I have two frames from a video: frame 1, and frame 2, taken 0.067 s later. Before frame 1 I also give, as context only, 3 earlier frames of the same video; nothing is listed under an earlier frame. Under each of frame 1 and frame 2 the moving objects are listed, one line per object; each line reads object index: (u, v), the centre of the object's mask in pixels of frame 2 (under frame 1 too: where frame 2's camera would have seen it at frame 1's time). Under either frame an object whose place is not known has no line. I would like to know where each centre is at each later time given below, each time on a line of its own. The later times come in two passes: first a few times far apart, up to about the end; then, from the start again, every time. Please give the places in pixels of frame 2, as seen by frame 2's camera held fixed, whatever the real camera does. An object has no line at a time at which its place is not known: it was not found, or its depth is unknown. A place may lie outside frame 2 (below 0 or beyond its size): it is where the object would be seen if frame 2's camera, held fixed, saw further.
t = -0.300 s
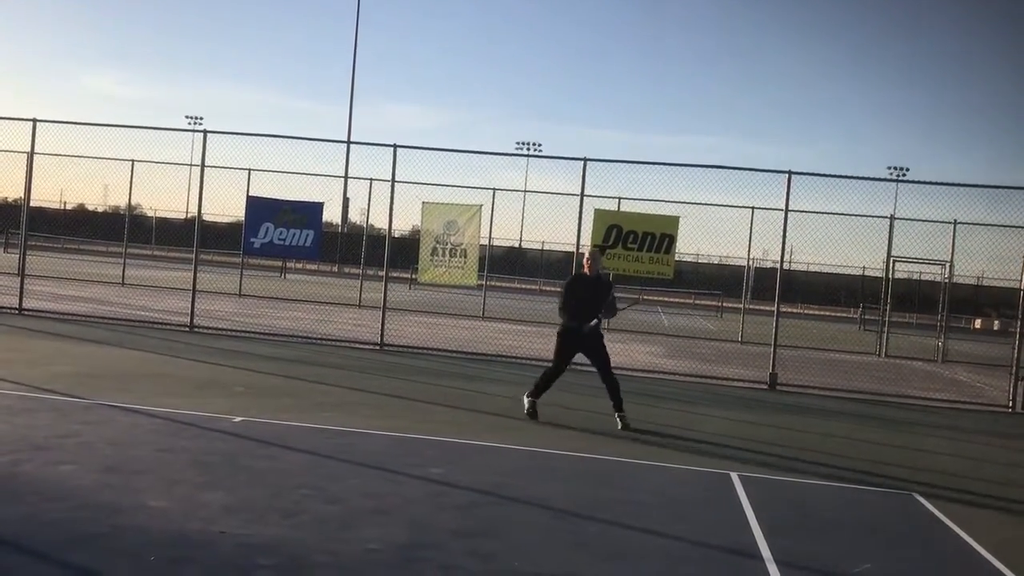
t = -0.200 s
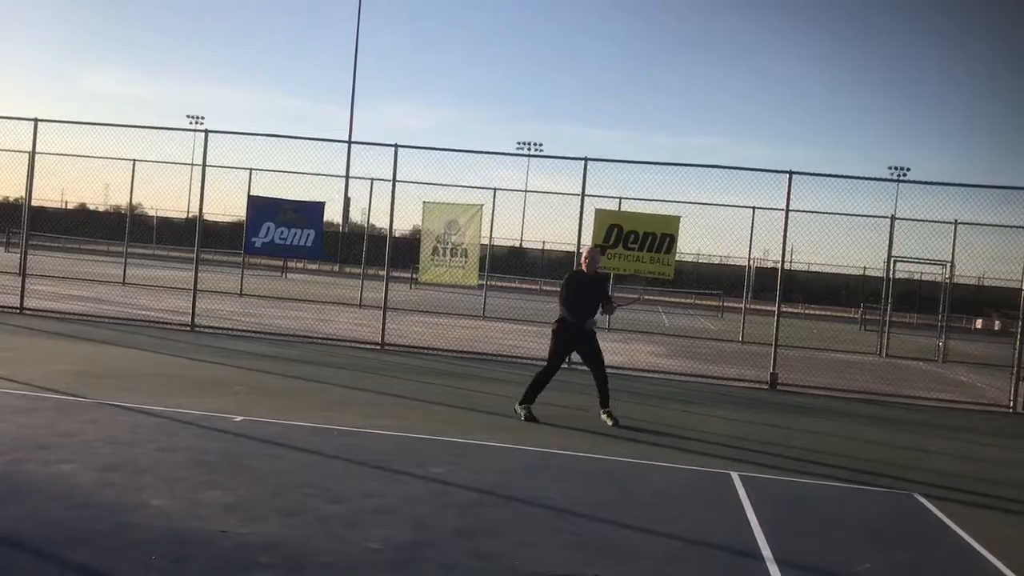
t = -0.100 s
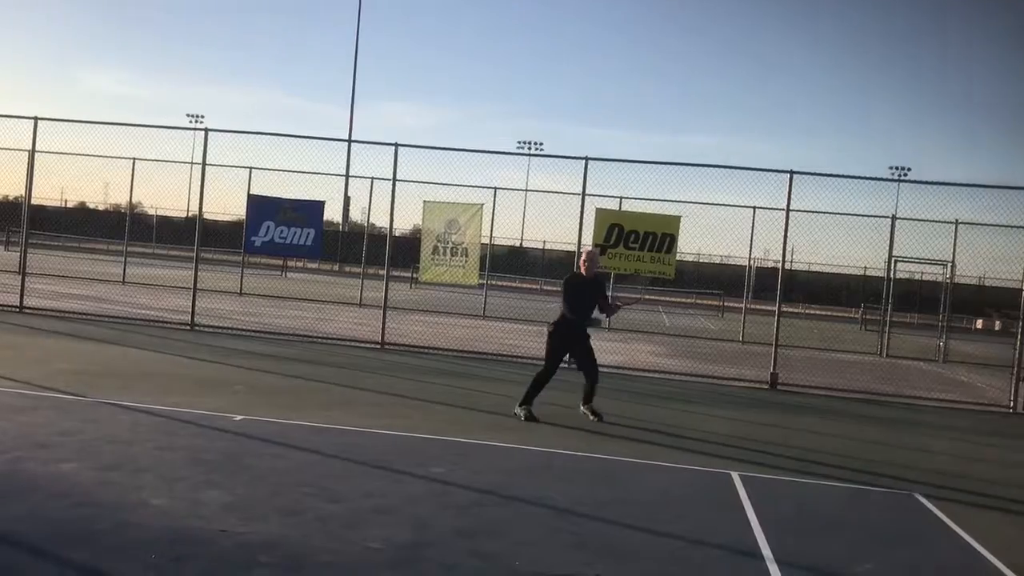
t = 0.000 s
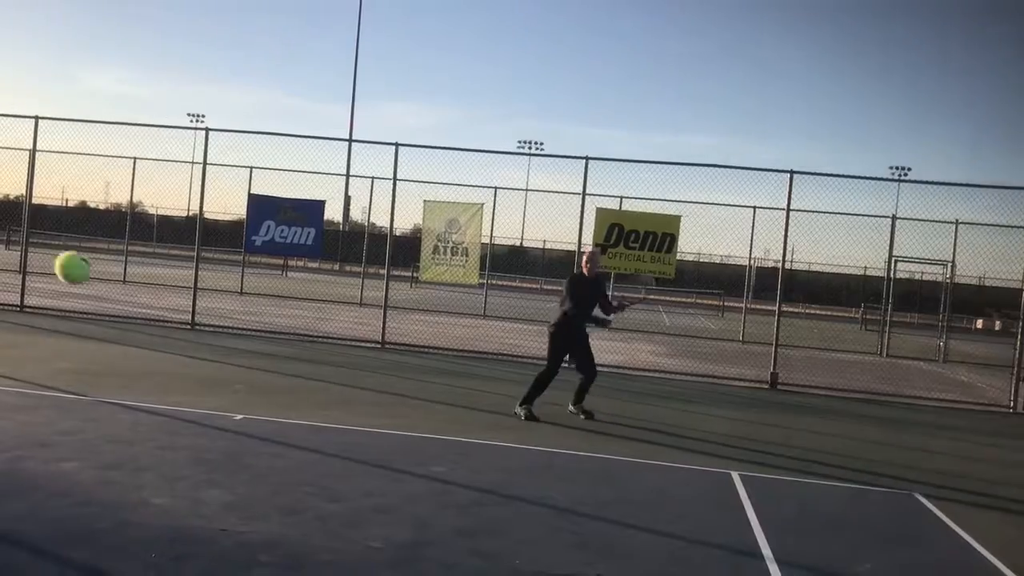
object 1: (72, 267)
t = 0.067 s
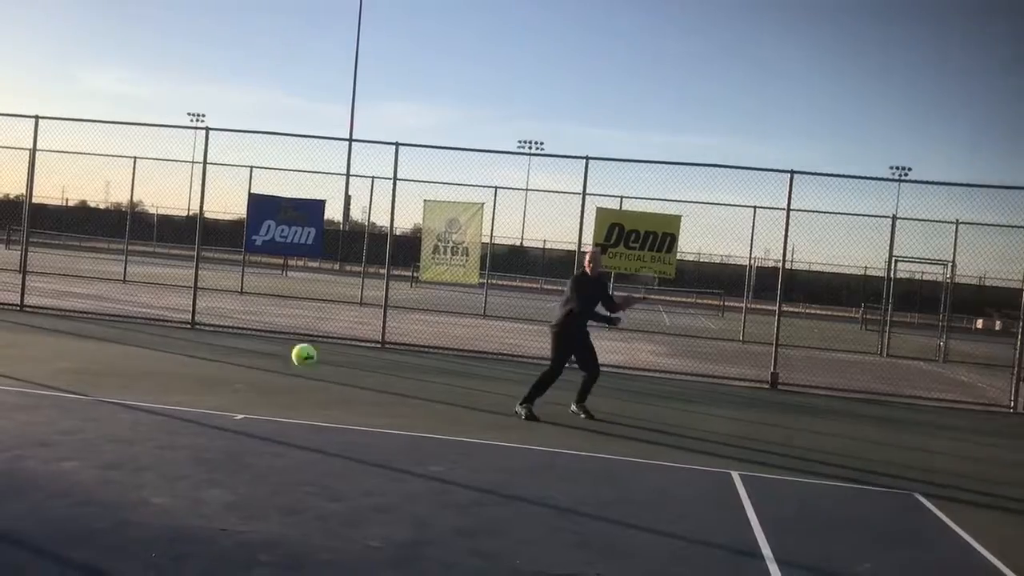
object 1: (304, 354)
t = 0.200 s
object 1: (500, 462)
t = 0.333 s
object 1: (586, 493)
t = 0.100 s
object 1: (373, 387)
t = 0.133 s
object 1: (426, 414)
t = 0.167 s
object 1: (466, 438)
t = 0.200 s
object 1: (500, 462)
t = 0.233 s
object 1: (528, 481)
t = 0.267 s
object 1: (551, 502)
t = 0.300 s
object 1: (572, 521)
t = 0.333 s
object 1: (586, 493)
